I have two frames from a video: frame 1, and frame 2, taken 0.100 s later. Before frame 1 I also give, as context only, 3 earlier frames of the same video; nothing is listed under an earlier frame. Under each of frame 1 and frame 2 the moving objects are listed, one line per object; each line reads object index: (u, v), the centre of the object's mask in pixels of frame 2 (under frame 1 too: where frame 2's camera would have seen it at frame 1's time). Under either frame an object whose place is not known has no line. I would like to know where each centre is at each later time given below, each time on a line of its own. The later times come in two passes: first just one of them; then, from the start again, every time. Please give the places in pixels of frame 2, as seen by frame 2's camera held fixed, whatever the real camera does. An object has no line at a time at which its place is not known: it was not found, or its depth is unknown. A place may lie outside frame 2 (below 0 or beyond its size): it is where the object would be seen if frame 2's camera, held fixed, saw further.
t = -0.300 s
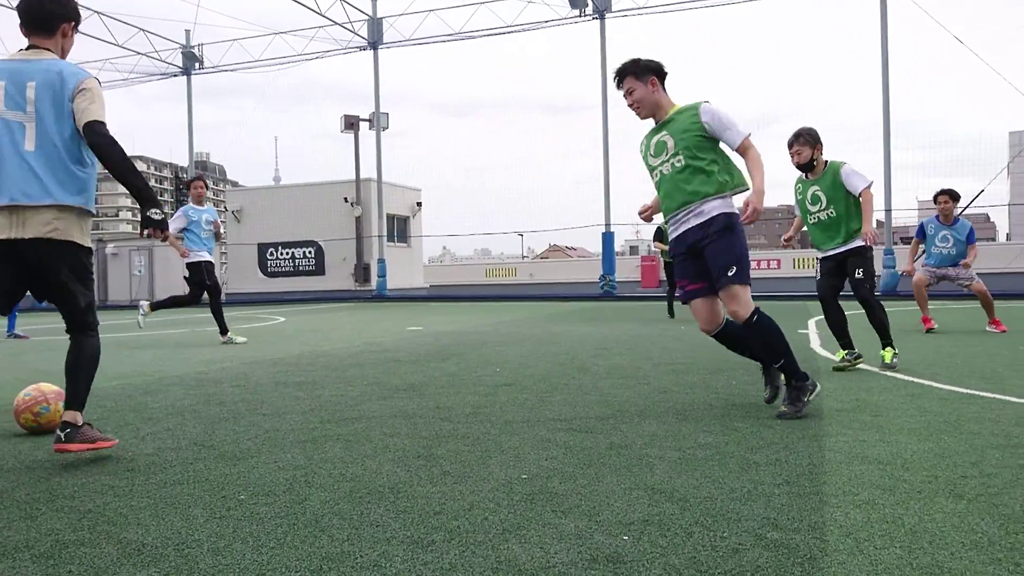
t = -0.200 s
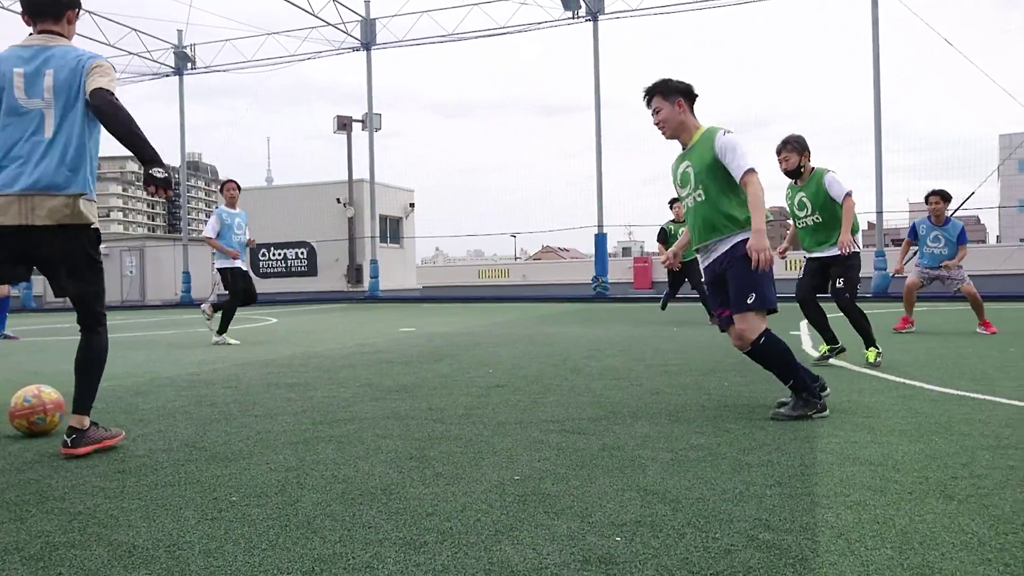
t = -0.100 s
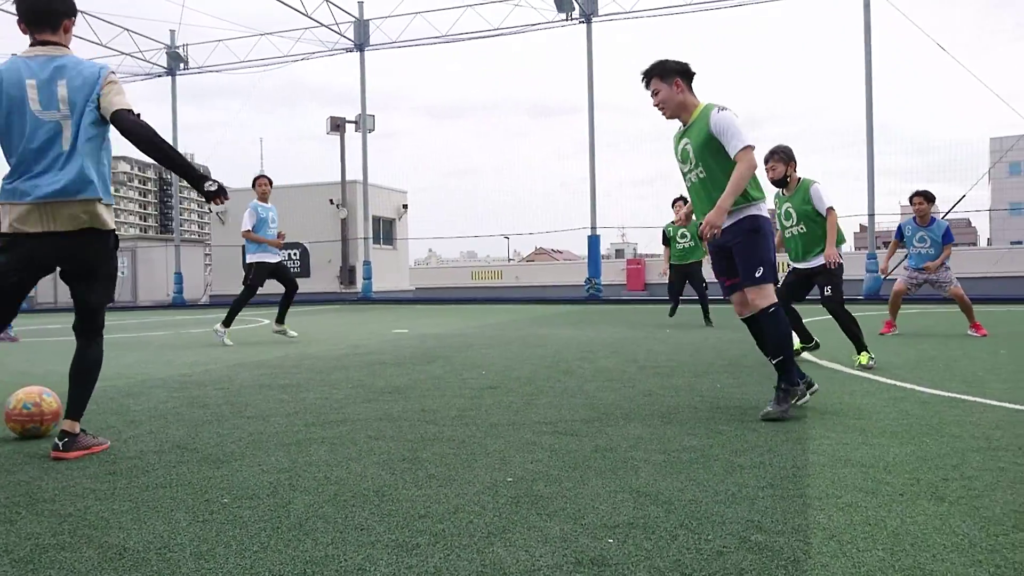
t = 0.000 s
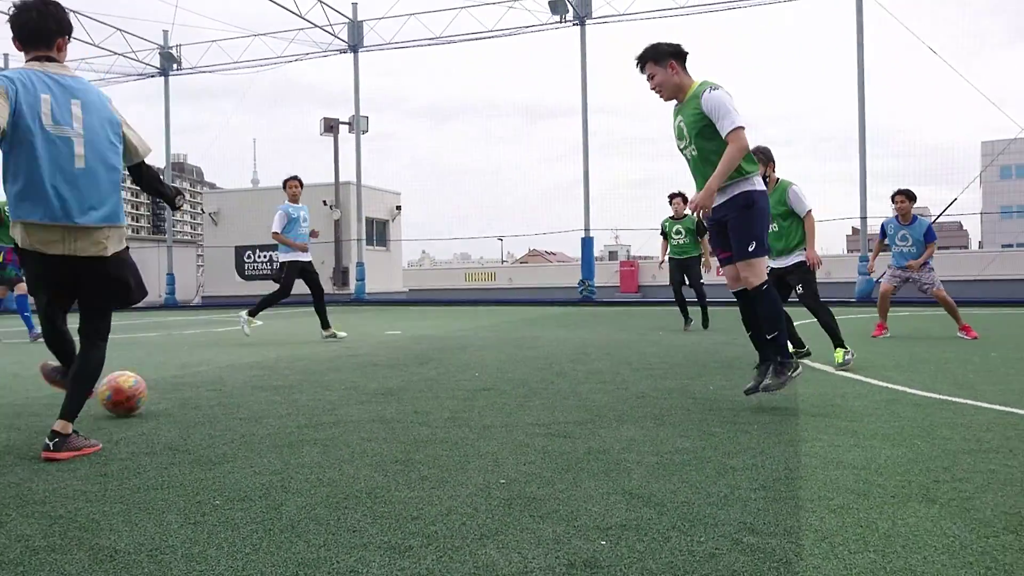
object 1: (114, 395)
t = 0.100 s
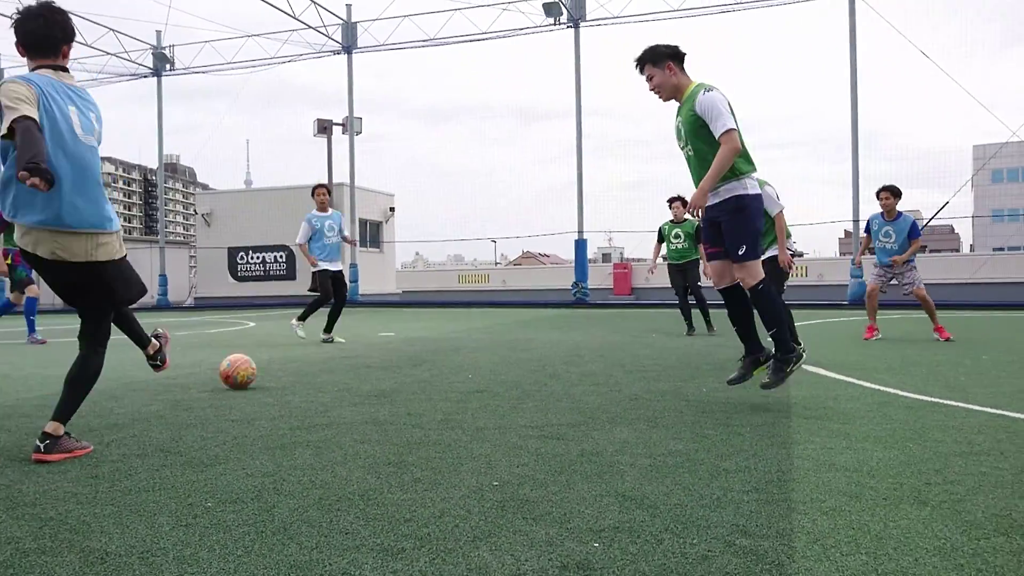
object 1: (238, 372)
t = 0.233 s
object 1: (335, 353)
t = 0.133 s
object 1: (267, 366)
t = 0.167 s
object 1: (293, 361)
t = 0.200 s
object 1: (315, 357)
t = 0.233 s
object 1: (335, 353)
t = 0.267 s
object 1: (352, 350)
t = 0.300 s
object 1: (368, 347)
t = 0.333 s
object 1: (382, 344)
